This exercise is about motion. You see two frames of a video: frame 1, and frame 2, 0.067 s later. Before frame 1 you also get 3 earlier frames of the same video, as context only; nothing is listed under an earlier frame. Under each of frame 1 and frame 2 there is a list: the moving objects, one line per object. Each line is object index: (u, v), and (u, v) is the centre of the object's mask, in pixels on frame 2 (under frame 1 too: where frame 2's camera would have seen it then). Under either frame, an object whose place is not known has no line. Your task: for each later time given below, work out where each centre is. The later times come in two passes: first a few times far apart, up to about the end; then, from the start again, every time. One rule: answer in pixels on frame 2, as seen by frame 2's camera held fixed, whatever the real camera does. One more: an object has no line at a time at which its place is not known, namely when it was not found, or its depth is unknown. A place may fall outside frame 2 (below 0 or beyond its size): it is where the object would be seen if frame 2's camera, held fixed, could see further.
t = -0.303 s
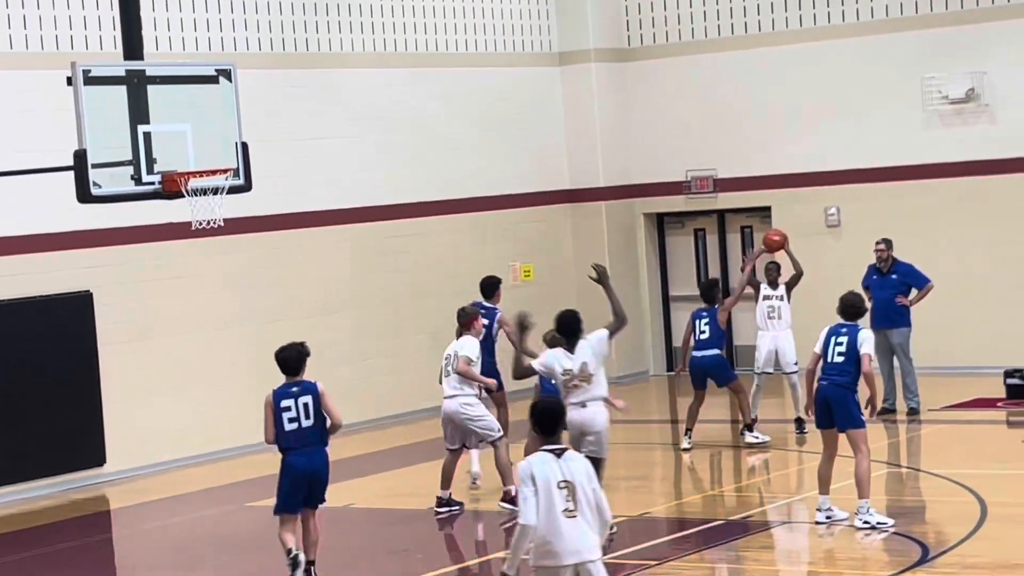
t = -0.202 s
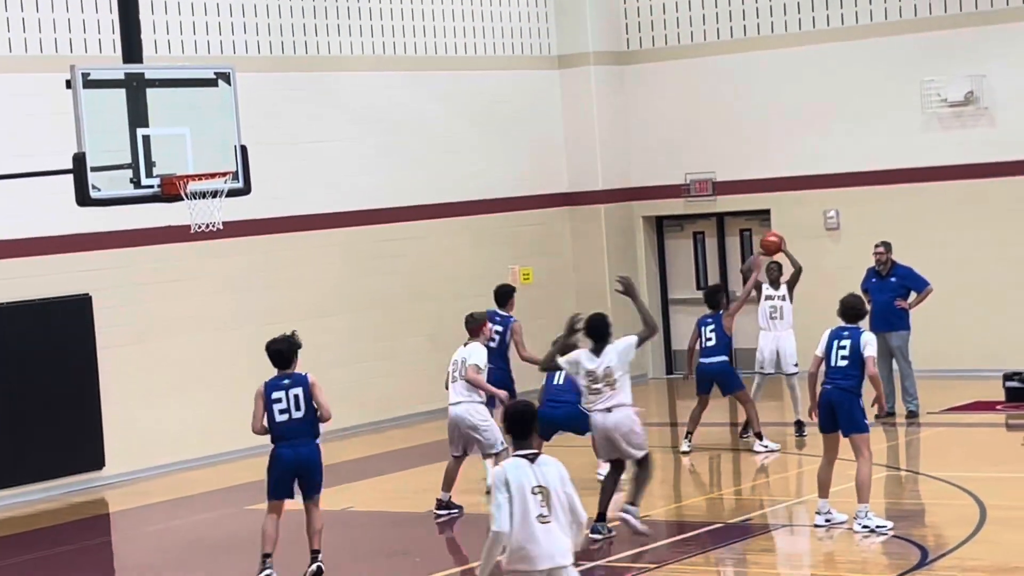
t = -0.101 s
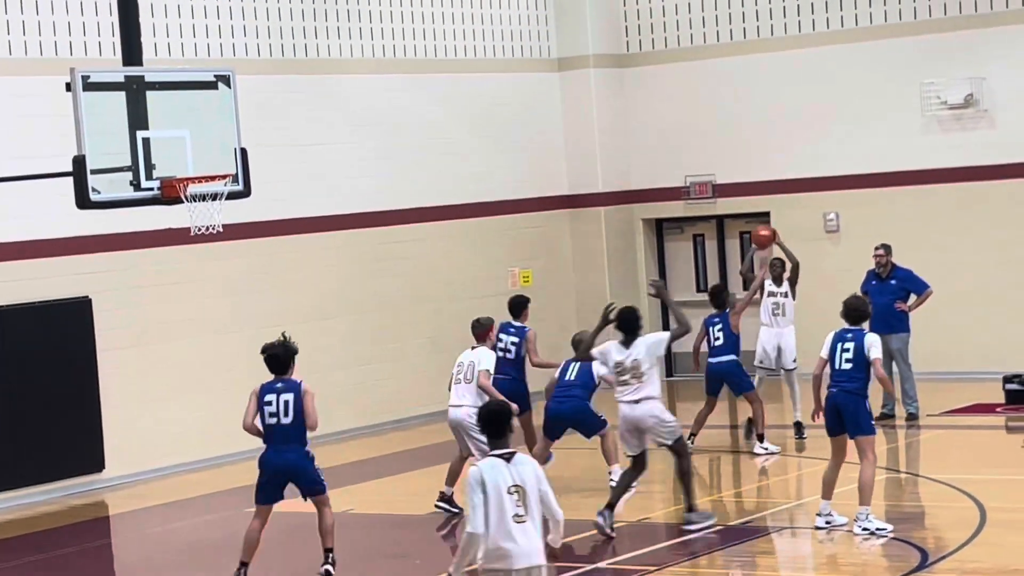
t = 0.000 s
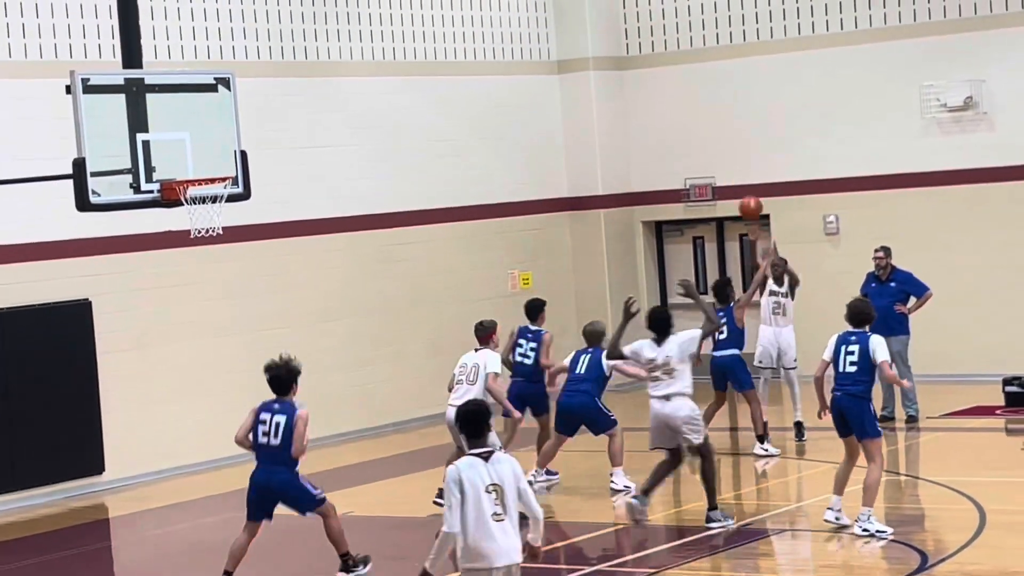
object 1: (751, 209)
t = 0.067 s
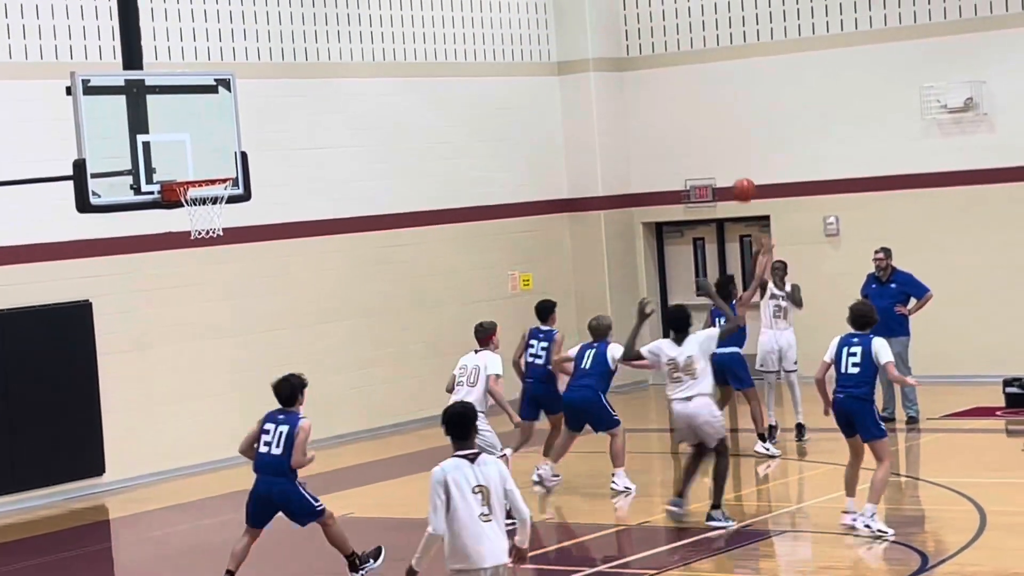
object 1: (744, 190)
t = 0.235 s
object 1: (726, 161)
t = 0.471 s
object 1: (706, 168)
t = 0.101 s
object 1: (740, 181)
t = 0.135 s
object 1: (736, 175)
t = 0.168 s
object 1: (733, 169)
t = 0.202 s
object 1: (729, 164)
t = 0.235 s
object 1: (726, 161)
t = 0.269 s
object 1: (723, 159)
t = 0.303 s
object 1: (720, 157)
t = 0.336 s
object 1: (717, 157)
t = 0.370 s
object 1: (714, 158)
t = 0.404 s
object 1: (712, 160)
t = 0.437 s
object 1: (709, 163)
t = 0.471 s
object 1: (706, 168)
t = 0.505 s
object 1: (703, 174)
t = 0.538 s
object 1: (700, 182)
